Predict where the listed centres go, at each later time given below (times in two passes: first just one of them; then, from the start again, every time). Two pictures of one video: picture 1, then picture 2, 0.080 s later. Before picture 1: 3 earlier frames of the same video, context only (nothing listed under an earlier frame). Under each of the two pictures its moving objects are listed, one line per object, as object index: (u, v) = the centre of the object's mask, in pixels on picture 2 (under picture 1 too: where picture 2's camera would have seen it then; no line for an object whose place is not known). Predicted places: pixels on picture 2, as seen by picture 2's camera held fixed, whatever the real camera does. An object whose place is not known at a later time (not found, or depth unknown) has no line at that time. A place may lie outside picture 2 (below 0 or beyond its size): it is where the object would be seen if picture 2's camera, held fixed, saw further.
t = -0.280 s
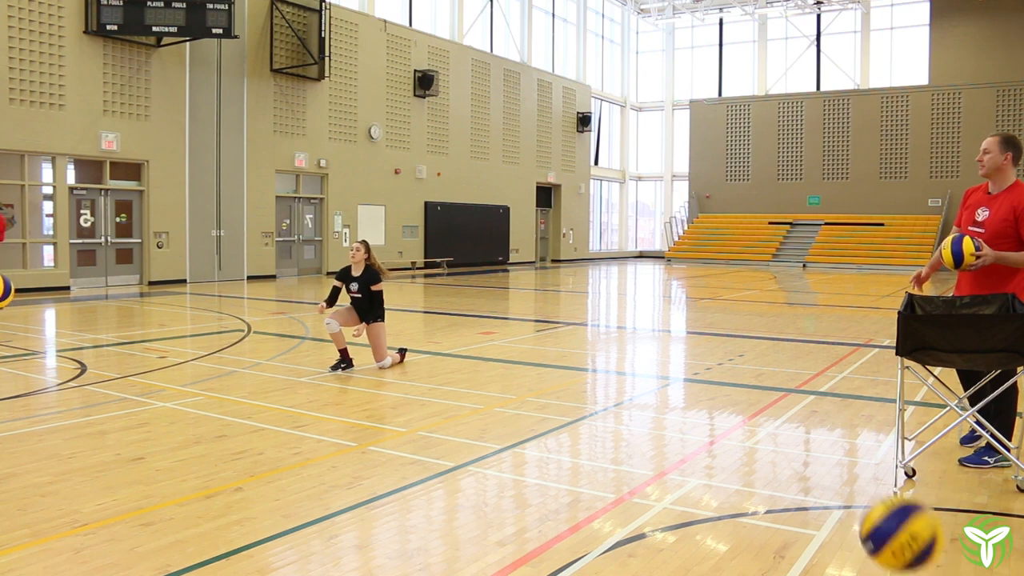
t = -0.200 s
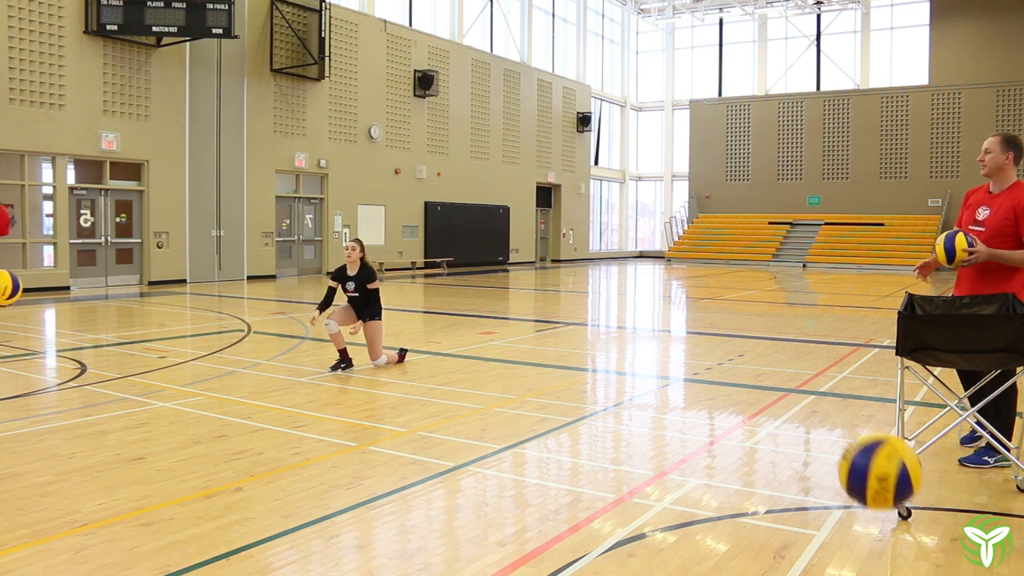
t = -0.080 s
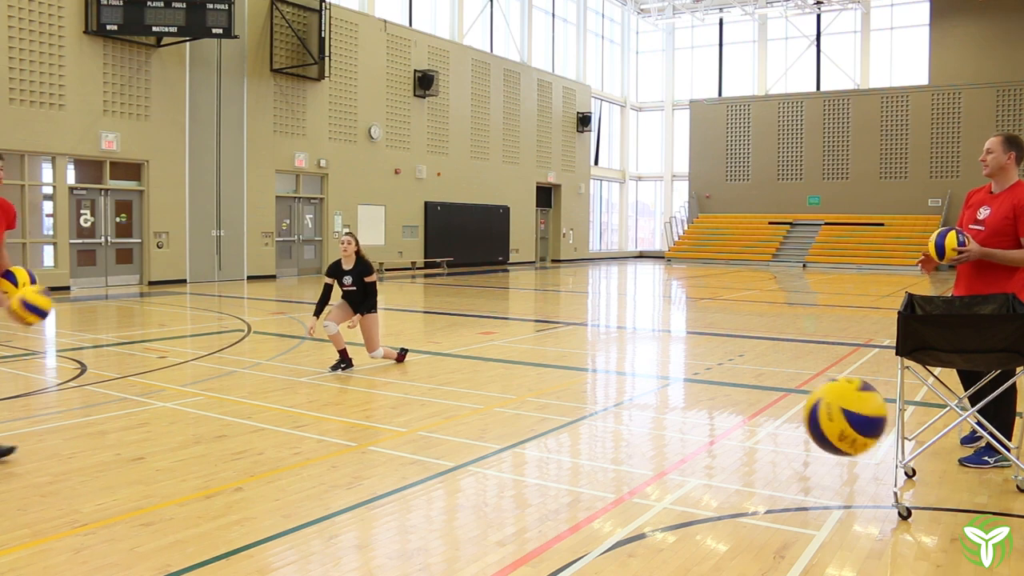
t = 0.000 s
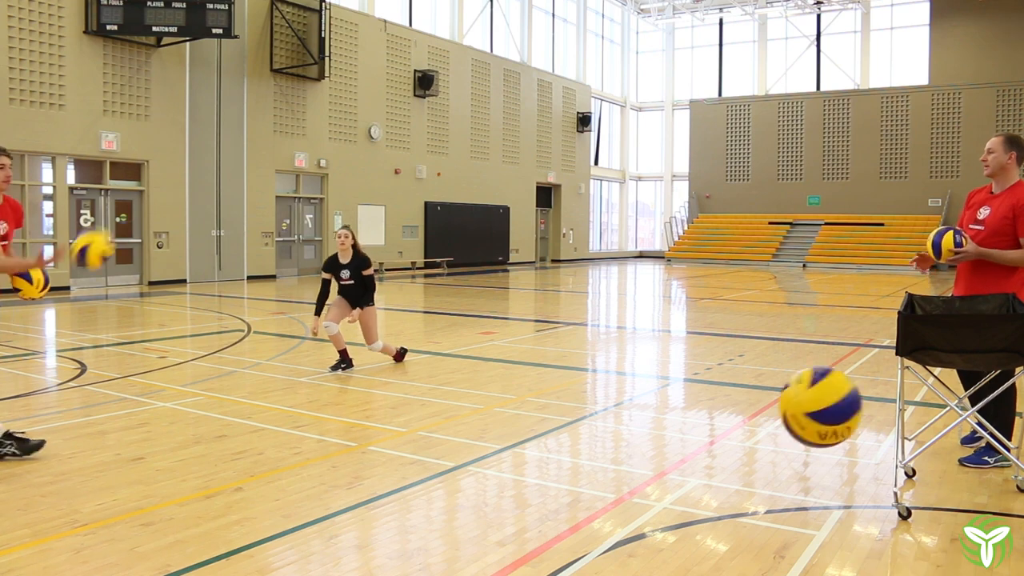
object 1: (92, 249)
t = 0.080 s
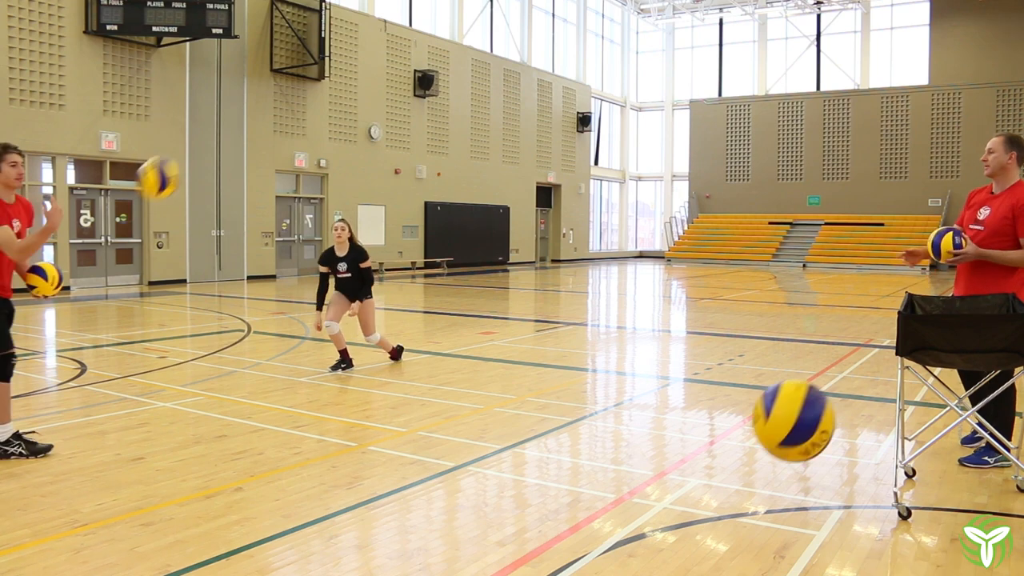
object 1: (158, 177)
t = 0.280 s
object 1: (330, 52)
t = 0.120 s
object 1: (191, 146)
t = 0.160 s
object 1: (225, 118)
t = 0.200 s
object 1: (261, 92)
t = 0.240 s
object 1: (296, 70)
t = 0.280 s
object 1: (330, 52)
